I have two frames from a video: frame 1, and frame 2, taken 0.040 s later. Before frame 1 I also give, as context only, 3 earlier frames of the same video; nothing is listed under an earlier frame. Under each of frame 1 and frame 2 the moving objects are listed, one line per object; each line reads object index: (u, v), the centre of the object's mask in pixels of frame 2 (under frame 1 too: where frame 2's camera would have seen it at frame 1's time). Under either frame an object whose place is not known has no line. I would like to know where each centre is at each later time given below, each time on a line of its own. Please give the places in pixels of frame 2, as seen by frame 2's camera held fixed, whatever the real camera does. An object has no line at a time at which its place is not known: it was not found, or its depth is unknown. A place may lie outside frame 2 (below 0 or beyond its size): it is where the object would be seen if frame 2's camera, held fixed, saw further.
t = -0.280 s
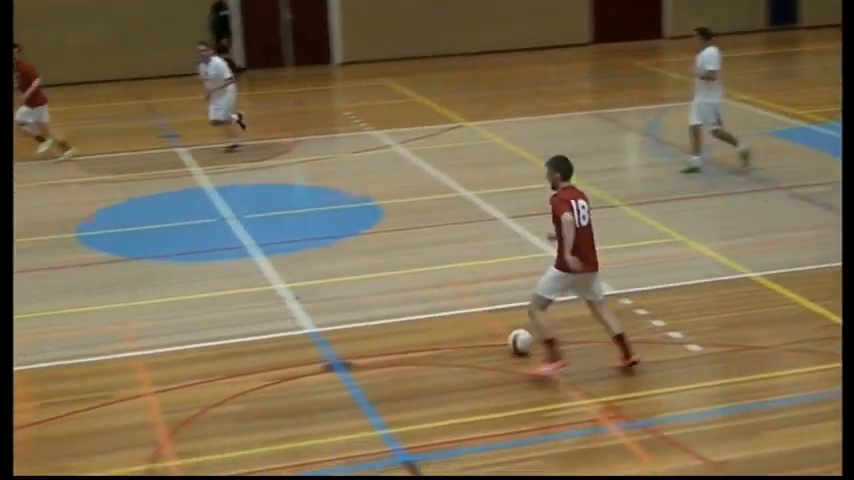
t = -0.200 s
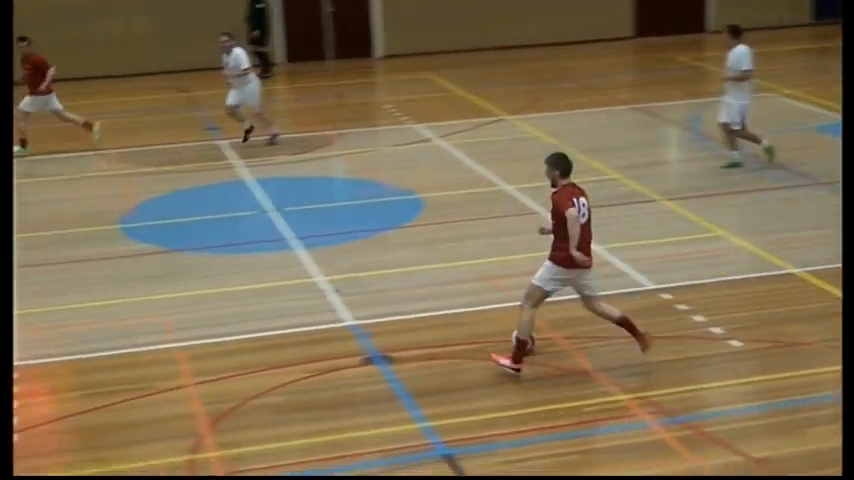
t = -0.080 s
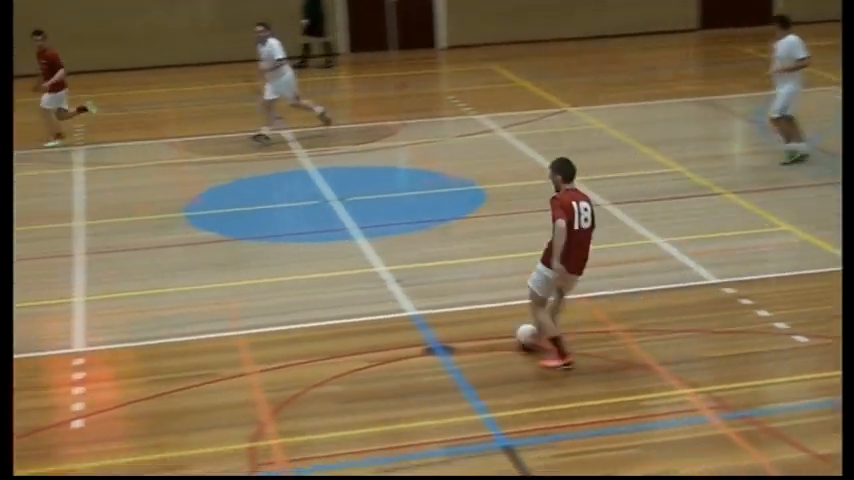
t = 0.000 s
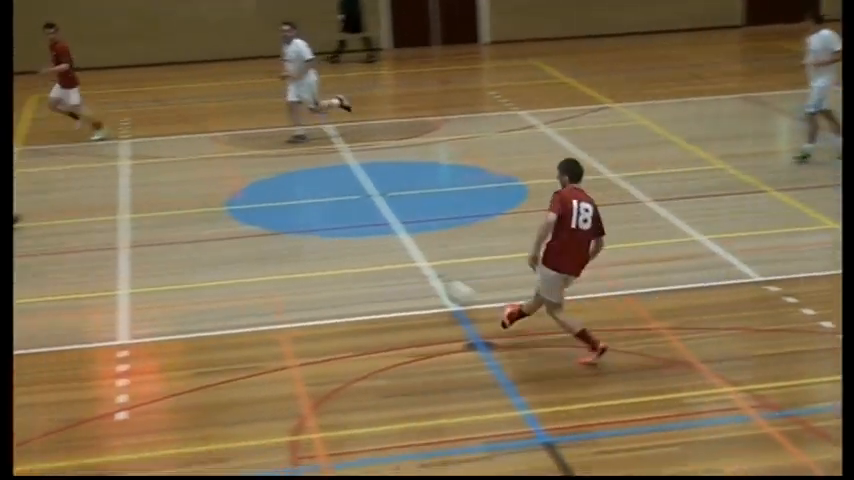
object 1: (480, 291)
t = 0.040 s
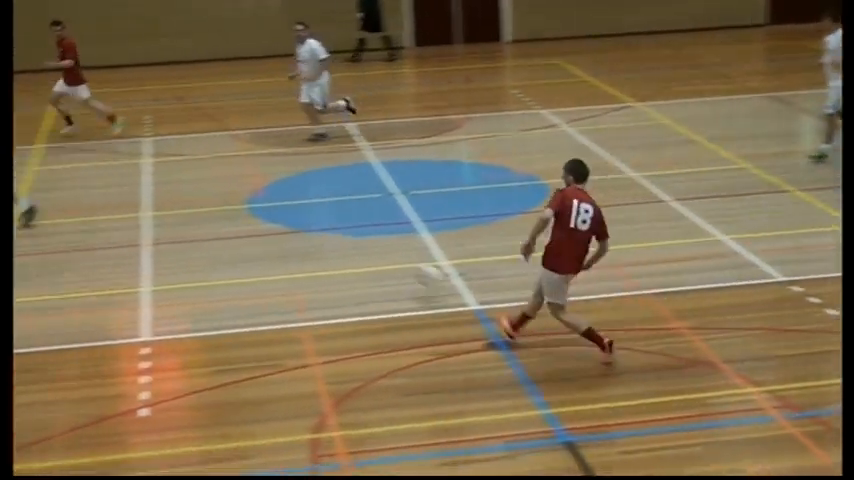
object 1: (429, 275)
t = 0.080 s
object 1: (379, 261)
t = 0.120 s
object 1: (334, 248)
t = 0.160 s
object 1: (292, 238)
